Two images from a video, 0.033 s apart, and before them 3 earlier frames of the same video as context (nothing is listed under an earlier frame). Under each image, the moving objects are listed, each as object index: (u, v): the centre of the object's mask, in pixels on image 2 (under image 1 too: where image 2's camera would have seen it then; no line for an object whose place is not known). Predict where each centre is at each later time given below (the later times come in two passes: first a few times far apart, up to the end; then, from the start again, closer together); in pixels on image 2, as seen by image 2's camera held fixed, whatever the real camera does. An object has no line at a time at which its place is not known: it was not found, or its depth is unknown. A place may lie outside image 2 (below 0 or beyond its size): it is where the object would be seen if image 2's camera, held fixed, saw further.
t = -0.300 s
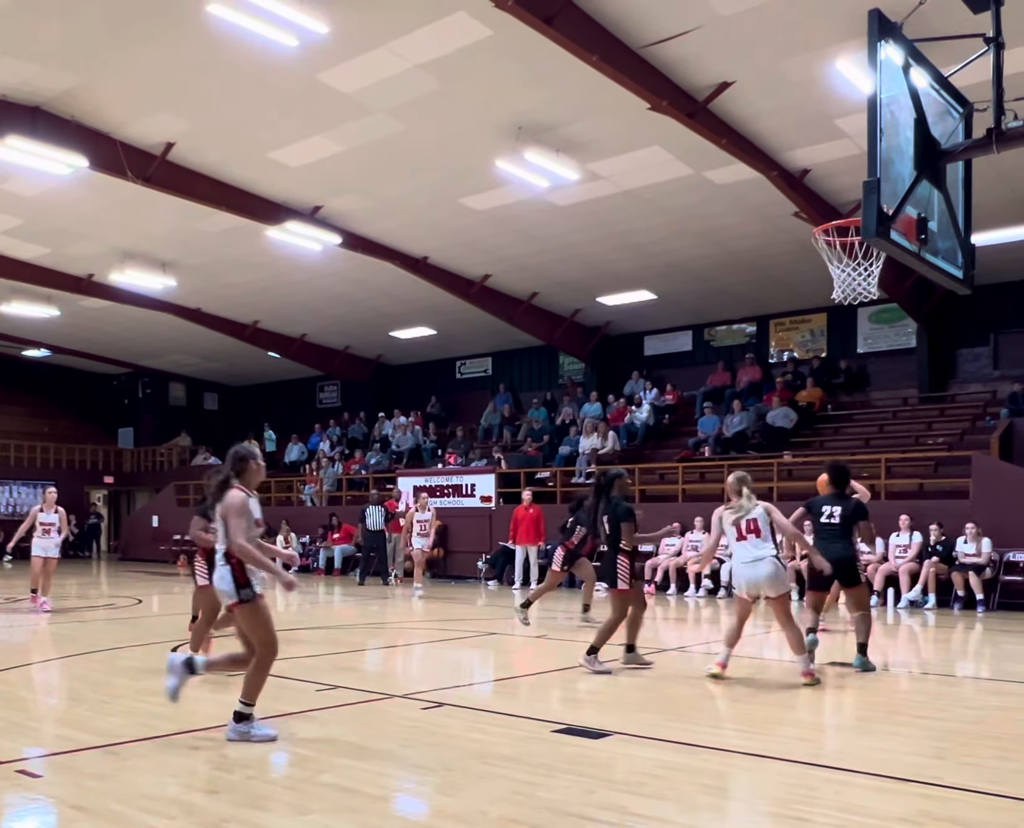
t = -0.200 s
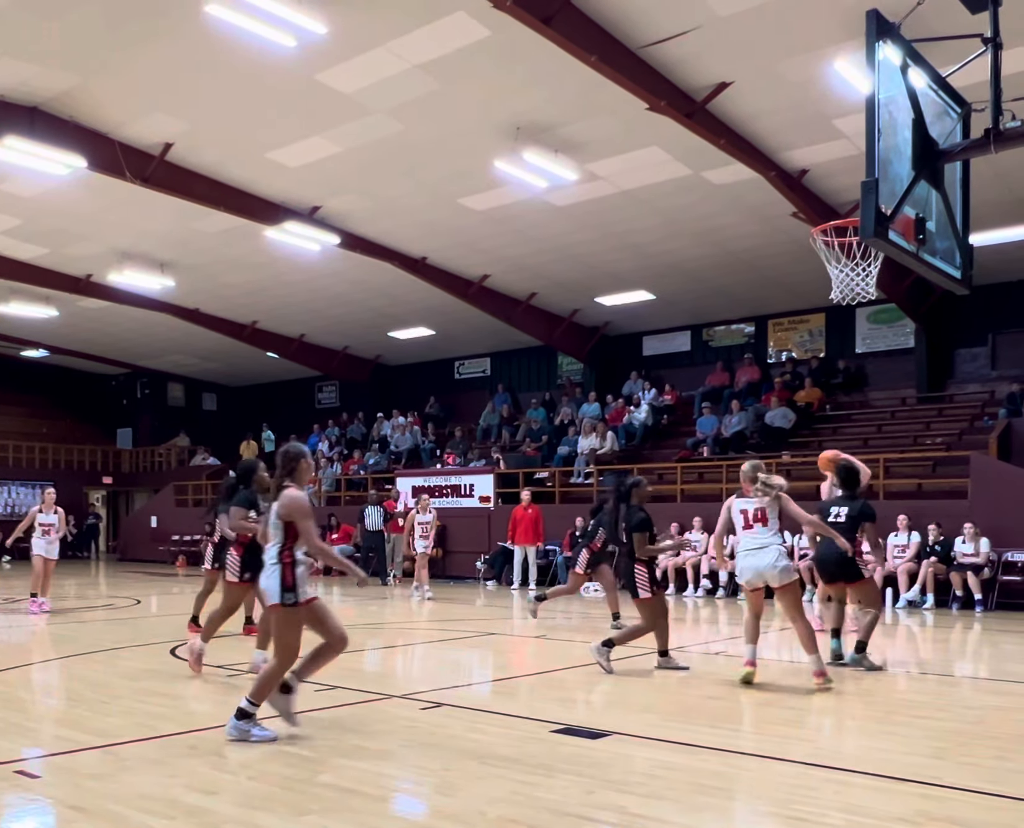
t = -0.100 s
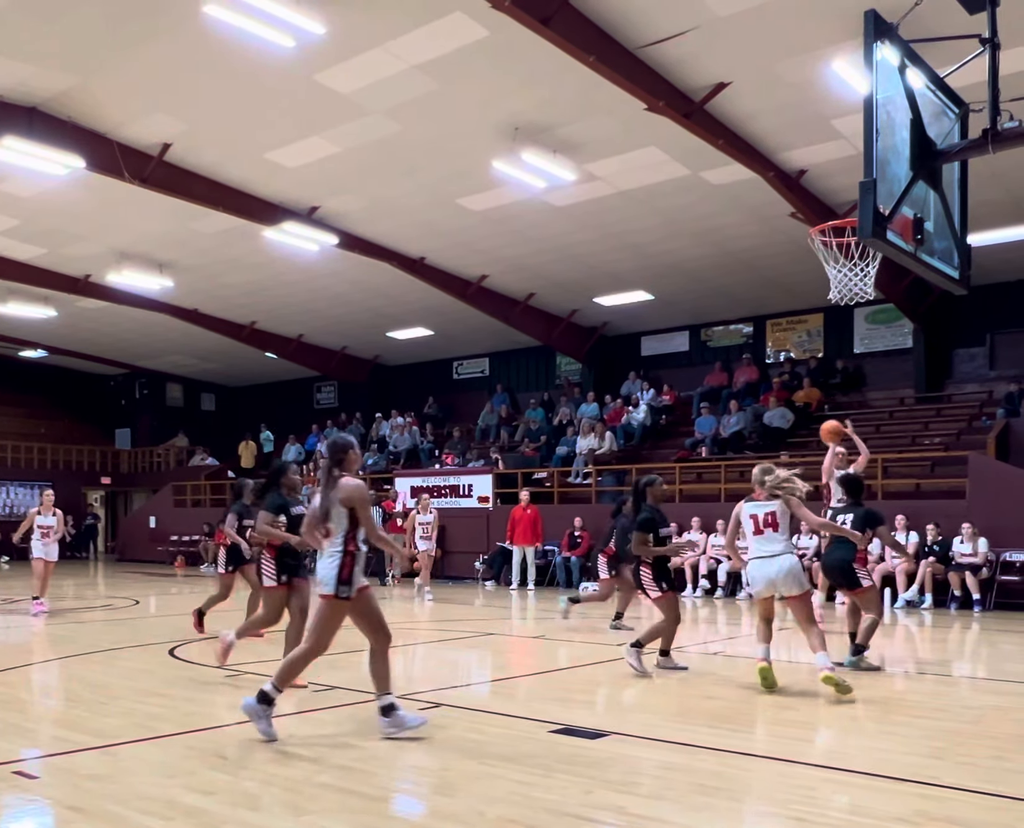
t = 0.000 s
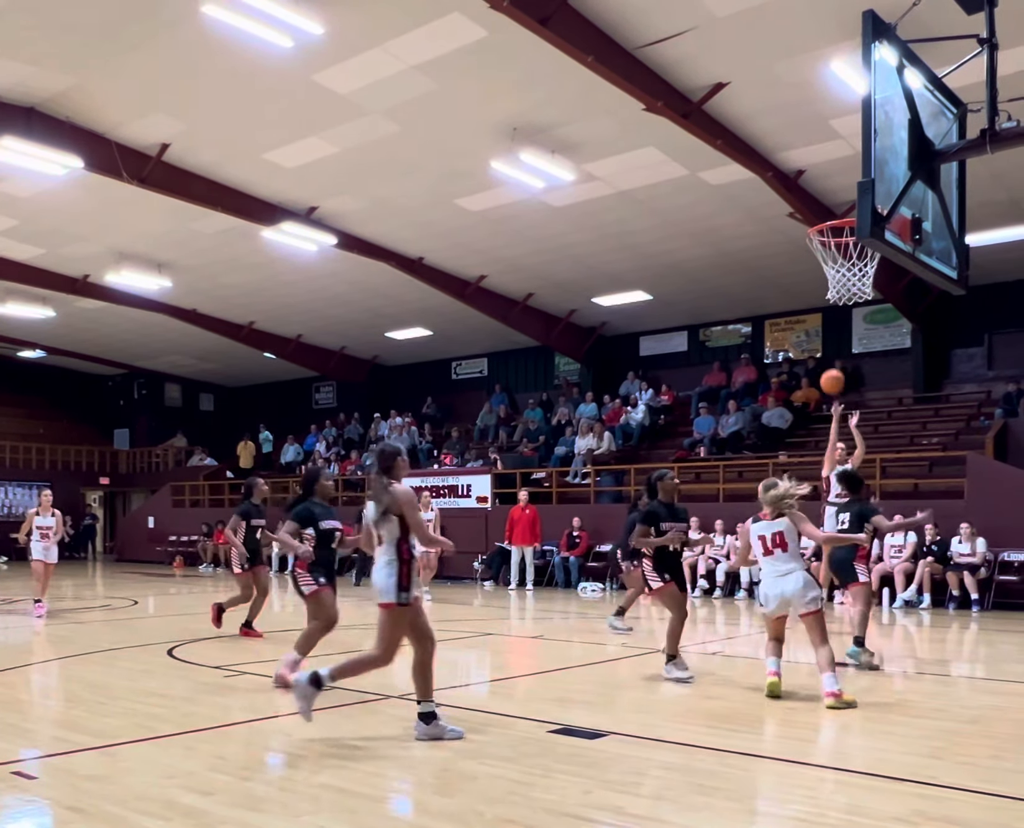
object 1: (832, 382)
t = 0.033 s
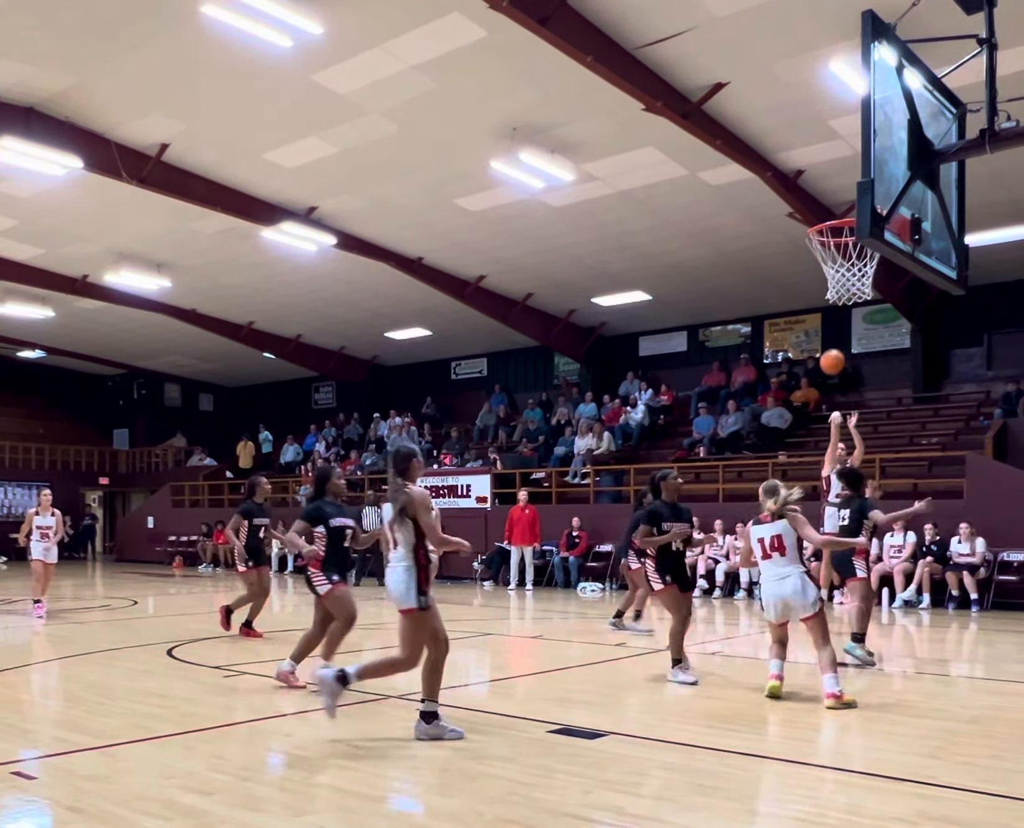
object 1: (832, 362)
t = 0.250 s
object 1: (836, 249)
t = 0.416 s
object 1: (840, 189)
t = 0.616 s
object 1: (844, 144)
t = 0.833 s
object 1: (847, 148)
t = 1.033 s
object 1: (846, 208)
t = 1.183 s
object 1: (850, 264)
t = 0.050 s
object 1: (832, 353)
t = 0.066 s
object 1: (833, 343)
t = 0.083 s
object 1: (833, 334)
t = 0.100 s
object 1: (833, 325)
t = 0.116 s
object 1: (833, 316)
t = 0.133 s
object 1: (833, 309)
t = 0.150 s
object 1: (830, 303)
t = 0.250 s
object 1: (836, 249)
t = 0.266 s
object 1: (834, 241)
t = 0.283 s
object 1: (835, 232)
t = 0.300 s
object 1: (834, 227)
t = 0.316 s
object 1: (836, 223)
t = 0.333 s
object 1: (837, 215)
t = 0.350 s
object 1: (838, 209)
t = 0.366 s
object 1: (840, 204)
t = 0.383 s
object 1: (839, 199)
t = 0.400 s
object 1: (839, 193)
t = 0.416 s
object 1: (840, 189)
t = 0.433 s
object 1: (840, 182)
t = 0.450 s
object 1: (840, 178)
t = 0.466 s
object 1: (840, 173)
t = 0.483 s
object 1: (841, 169)
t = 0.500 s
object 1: (841, 164)
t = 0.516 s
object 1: (841, 161)
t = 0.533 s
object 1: (842, 157)
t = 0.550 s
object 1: (842, 153)
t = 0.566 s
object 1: (842, 151)
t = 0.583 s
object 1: (843, 148)
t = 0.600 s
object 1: (843, 146)
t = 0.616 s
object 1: (844, 144)
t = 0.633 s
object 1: (844, 142)
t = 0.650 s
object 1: (844, 141)
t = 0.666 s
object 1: (845, 140)
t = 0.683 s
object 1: (845, 139)
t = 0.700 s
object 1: (845, 139)
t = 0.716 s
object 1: (845, 139)
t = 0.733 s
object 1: (846, 138)
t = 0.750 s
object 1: (846, 139)
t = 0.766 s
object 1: (846, 140)
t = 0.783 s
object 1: (847, 141)
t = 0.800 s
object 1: (847, 143)
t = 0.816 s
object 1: (847, 145)
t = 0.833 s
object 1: (847, 148)
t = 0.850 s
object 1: (847, 151)
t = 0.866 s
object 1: (848, 155)
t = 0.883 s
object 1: (848, 158)
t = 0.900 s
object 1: (848, 163)
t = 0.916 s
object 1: (848, 167)
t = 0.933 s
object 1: (848, 173)
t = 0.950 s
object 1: (848, 178)
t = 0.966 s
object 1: (846, 184)
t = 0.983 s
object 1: (846, 192)
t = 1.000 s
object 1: (846, 199)
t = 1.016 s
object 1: (846, 204)
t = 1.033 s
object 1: (846, 208)
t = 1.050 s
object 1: (846, 224)
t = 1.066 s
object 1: (846, 235)
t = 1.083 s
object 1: (850, 247)
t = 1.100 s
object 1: (852, 252)
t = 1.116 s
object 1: (854, 255)
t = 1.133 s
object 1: (856, 252)
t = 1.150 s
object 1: (853, 265)
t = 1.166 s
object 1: (851, 264)
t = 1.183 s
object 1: (850, 264)
